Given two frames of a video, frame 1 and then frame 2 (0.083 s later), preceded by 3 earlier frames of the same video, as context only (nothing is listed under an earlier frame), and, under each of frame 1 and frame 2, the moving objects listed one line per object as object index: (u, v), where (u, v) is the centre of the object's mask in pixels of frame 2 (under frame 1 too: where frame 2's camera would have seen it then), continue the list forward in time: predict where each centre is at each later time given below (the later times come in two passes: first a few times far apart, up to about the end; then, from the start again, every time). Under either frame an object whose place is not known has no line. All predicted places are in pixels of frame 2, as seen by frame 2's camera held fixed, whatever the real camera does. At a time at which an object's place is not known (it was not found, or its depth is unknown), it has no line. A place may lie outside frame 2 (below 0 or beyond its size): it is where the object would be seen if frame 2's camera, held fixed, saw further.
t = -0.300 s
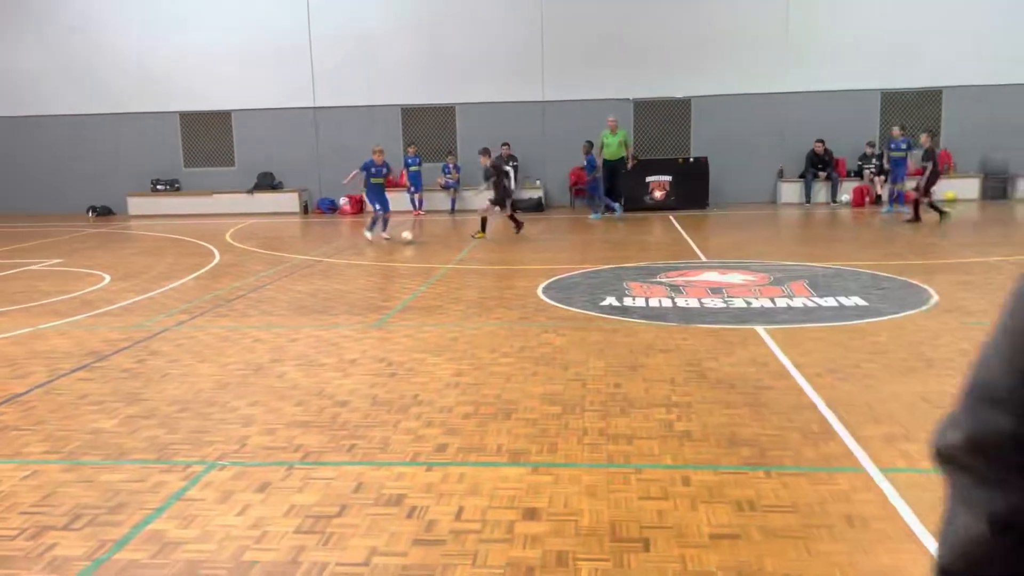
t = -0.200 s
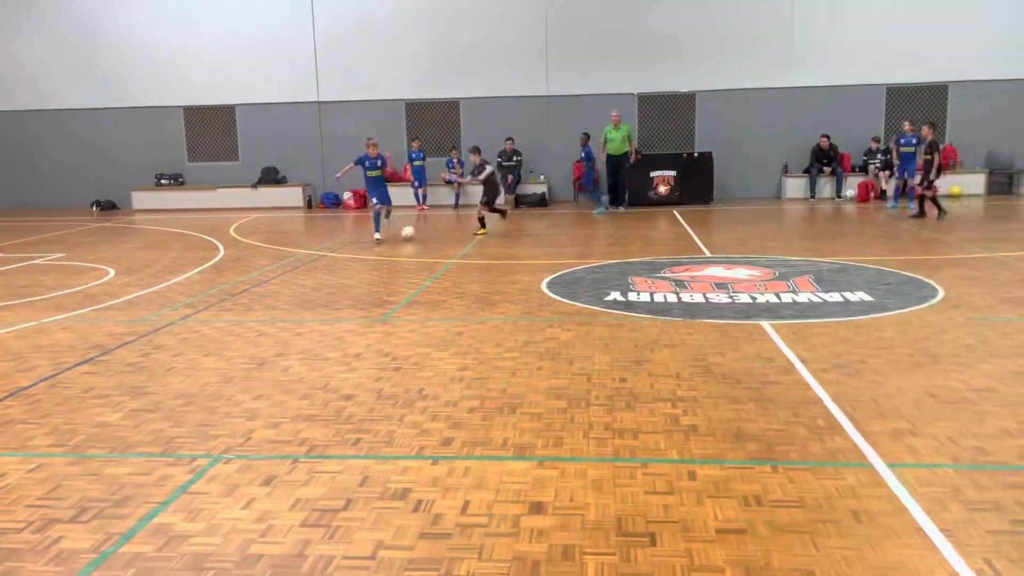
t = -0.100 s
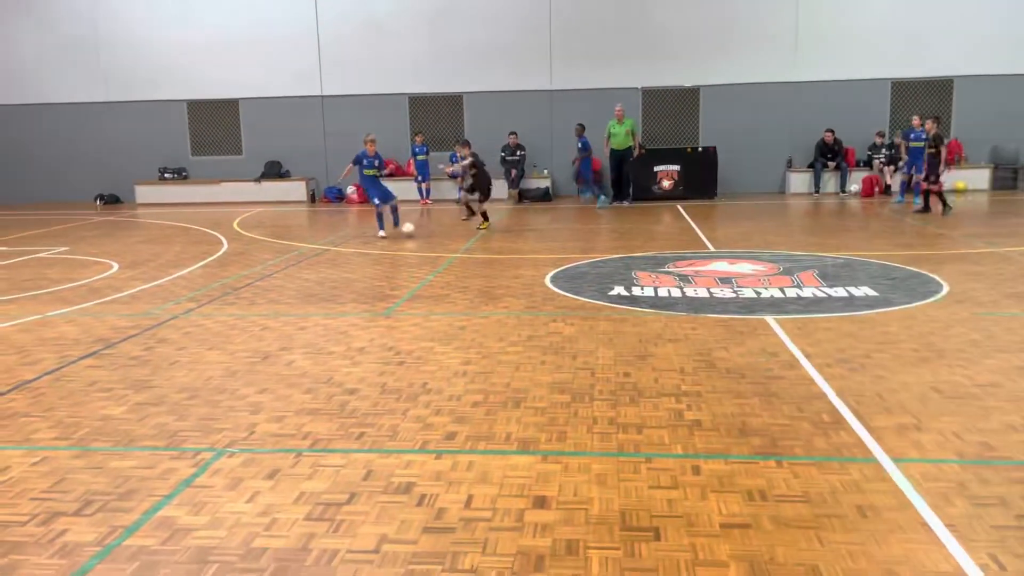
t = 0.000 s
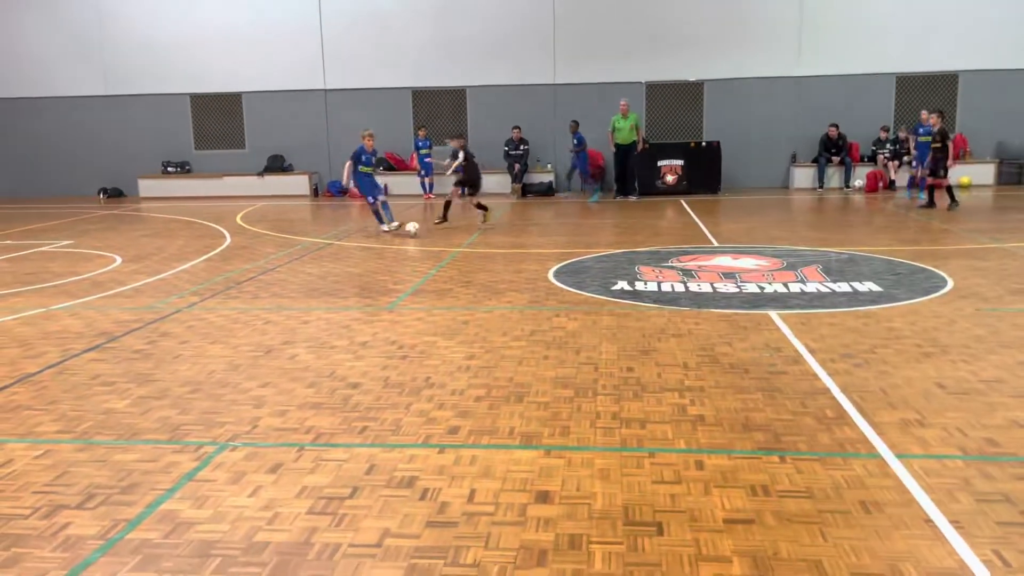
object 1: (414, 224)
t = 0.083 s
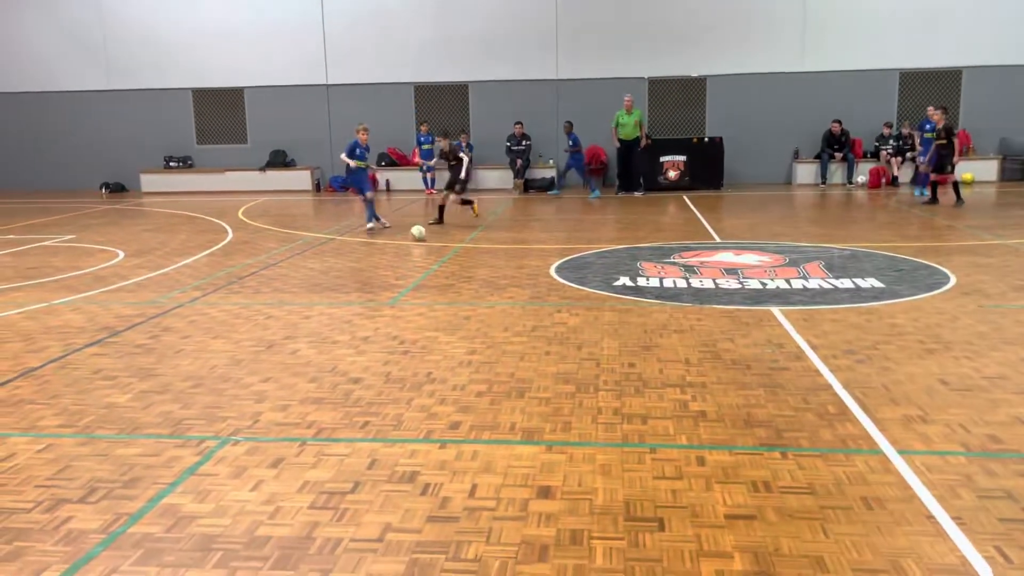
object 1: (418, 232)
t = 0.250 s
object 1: (423, 248)
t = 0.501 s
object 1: (430, 275)
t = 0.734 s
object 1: (433, 305)
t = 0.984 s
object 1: (433, 351)
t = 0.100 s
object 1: (418, 234)
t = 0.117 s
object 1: (418, 236)
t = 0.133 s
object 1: (419, 237)
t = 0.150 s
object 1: (419, 239)
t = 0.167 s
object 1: (420, 241)
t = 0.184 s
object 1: (421, 242)
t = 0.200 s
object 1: (422, 244)
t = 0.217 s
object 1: (423, 246)
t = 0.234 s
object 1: (423, 247)
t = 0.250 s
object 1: (423, 248)
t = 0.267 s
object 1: (424, 251)
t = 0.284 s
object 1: (425, 252)
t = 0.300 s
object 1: (425, 254)
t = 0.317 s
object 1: (426, 255)
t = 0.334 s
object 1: (426, 257)
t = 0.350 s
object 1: (427, 259)
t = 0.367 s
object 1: (428, 261)
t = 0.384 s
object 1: (428, 263)
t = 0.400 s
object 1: (428, 265)
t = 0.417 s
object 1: (428, 266)
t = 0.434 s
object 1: (428, 269)
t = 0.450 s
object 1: (429, 271)
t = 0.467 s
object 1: (430, 271)
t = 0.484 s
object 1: (429, 273)
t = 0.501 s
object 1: (430, 275)
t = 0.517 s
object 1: (431, 277)
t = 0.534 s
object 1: (431, 279)
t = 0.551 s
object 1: (431, 282)
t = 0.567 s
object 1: (432, 284)
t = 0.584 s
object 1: (432, 286)
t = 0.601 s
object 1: (432, 288)
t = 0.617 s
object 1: (432, 290)
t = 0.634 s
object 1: (432, 292)
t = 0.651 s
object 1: (433, 294)
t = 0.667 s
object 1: (432, 297)
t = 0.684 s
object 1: (432, 299)
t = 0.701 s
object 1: (432, 302)
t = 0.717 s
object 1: (432, 304)
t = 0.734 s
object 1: (433, 305)
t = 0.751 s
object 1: (432, 307)
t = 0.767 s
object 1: (434, 310)
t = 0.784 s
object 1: (433, 312)
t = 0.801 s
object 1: (432, 317)
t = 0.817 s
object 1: (433, 320)
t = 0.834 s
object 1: (434, 322)
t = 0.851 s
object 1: (433, 325)
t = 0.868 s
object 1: (434, 327)
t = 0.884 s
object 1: (433, 330)
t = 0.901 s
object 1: (433, 332)
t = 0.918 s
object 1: (432, 337)
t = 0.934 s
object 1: (433, 341)
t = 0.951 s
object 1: (433, 344)
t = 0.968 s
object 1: (433, 349)
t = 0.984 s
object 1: (433, 351)
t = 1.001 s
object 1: (433, 354)
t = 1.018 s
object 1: (431, 359)
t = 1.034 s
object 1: (431, 363)
